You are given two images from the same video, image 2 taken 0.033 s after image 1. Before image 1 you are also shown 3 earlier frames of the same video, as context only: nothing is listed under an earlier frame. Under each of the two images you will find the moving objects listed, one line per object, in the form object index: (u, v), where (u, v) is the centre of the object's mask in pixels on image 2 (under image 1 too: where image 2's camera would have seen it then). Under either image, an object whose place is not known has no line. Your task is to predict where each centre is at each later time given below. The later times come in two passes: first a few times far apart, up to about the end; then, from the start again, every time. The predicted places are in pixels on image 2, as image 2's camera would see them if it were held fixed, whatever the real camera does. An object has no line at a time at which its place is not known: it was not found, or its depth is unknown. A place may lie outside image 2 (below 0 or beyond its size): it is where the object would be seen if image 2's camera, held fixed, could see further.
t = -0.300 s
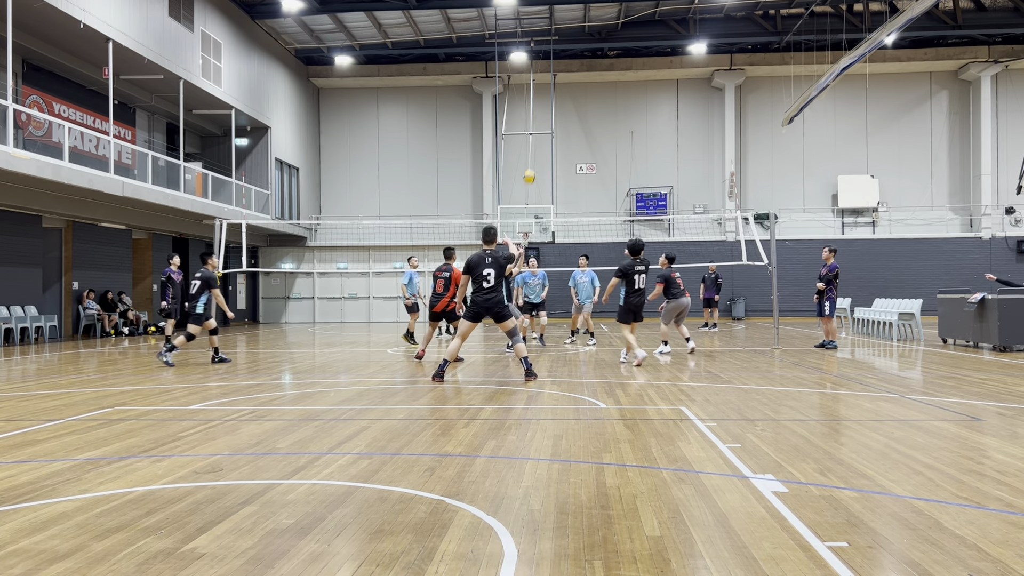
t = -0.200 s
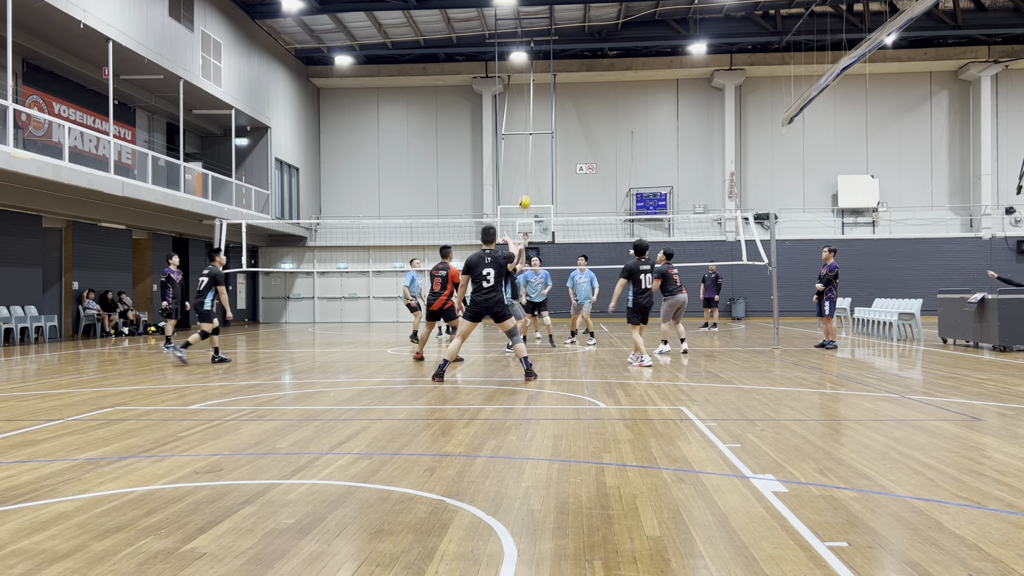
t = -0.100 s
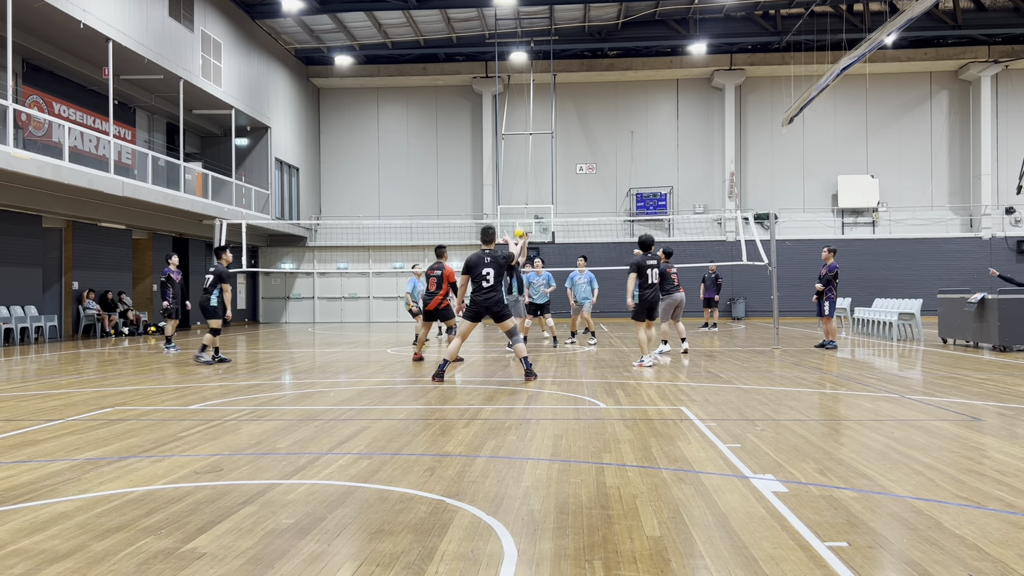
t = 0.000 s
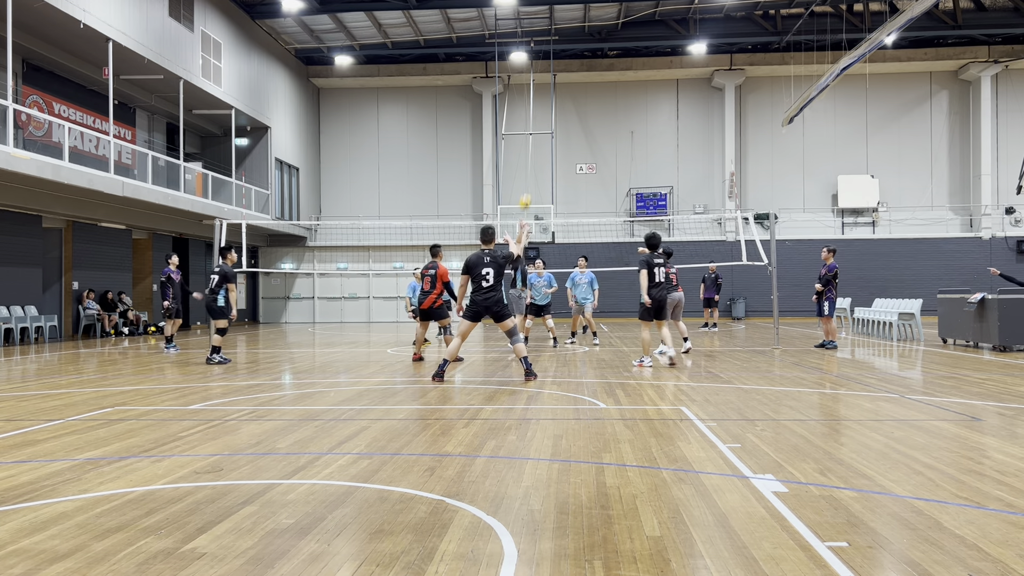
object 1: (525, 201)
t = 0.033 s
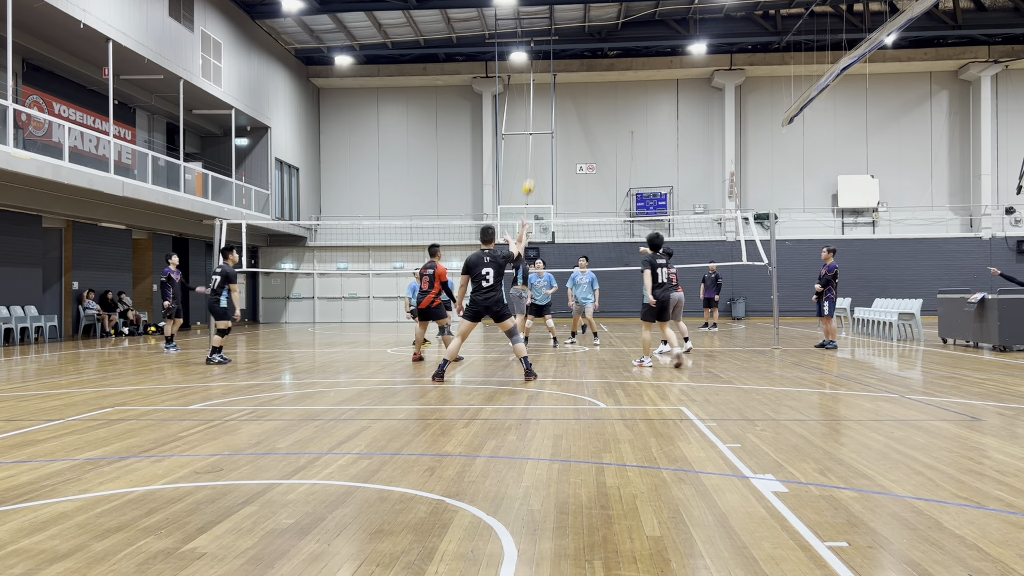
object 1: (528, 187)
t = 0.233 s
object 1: (548, 112)
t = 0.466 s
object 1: (572, 54)
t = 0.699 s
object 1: (596, 29)
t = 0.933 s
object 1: (621, 36)
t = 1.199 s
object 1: (649, 86)
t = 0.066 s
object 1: (531, 173)
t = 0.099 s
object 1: (535, 159)
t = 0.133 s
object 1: (538, 146)
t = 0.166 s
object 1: (541, 134)
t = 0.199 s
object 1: (544, 123)
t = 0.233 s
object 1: (548, 112)
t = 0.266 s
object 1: (551, 102)
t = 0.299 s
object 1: (555, 93)
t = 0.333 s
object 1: (558, 84)
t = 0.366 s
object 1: (562, 75)
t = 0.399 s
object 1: (565, 67)
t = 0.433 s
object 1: (569, 61)
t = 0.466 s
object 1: (572, 54)
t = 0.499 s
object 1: (576, 49)
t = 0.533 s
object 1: (579, 44)
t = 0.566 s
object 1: (582, 40)
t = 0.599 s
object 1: (586, 36)
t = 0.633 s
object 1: (589, 33)
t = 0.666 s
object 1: (593, 30)
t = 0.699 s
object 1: (596, 29)
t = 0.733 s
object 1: (600, 28)
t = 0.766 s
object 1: (604, 27)
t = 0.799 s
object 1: (607, 28)
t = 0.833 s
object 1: (610, 29)
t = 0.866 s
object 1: (614, 30)
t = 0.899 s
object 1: (618, 33)
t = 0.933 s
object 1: (621, 36)
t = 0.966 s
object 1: (625, 40)
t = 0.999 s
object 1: (628, 44)
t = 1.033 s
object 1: (632, 49)
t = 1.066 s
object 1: (635, 55)
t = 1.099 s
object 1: (639, 62)
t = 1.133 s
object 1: (642, 69)
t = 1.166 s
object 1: (646, 77)
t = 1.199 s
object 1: (649, 86)
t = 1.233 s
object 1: (653, 95)
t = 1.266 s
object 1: (656, 105)
